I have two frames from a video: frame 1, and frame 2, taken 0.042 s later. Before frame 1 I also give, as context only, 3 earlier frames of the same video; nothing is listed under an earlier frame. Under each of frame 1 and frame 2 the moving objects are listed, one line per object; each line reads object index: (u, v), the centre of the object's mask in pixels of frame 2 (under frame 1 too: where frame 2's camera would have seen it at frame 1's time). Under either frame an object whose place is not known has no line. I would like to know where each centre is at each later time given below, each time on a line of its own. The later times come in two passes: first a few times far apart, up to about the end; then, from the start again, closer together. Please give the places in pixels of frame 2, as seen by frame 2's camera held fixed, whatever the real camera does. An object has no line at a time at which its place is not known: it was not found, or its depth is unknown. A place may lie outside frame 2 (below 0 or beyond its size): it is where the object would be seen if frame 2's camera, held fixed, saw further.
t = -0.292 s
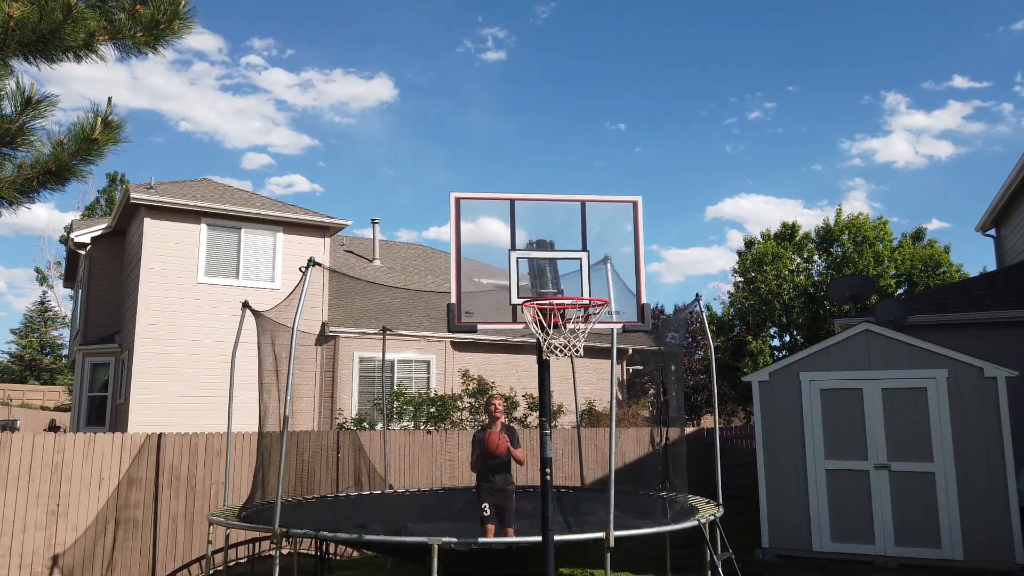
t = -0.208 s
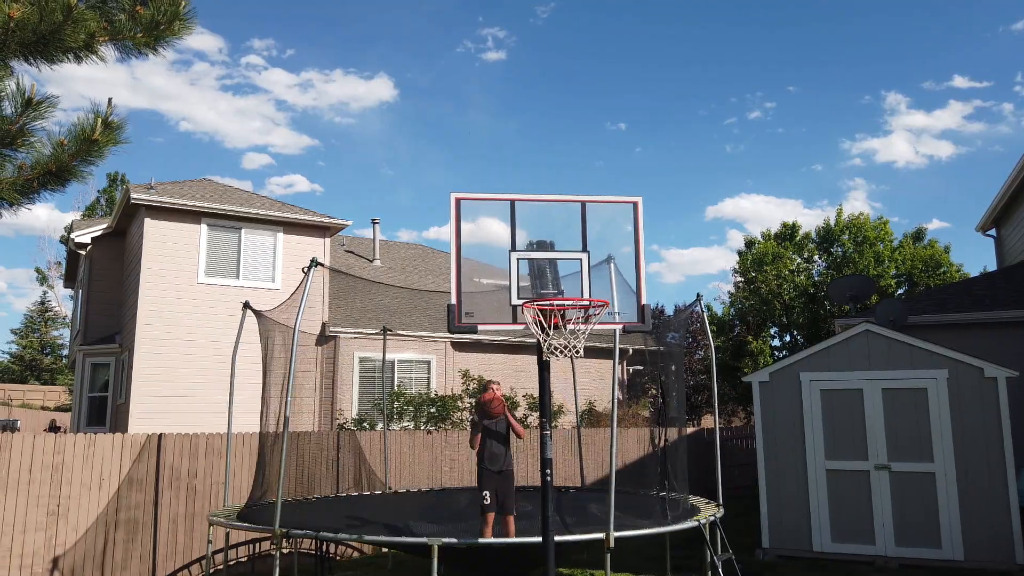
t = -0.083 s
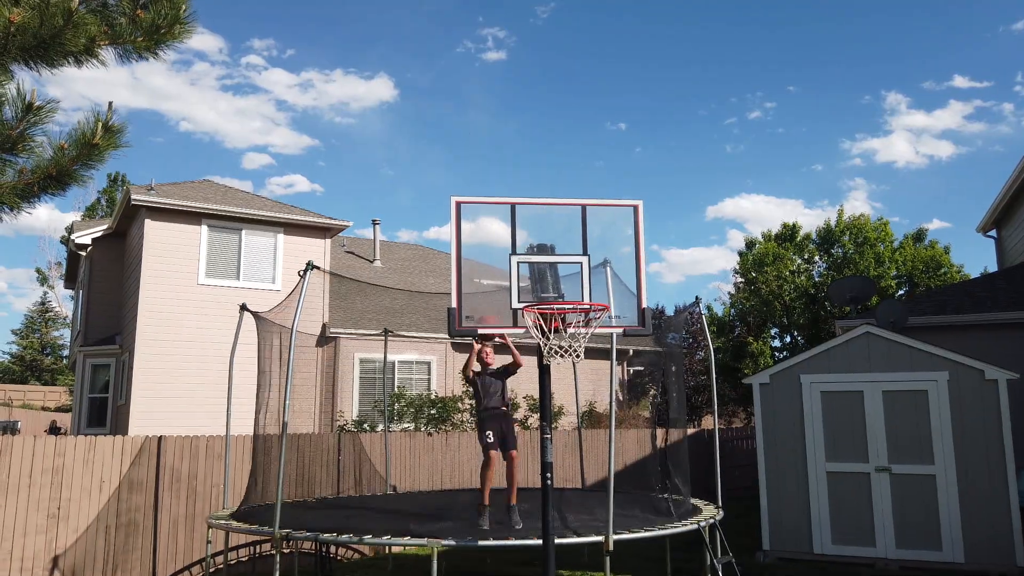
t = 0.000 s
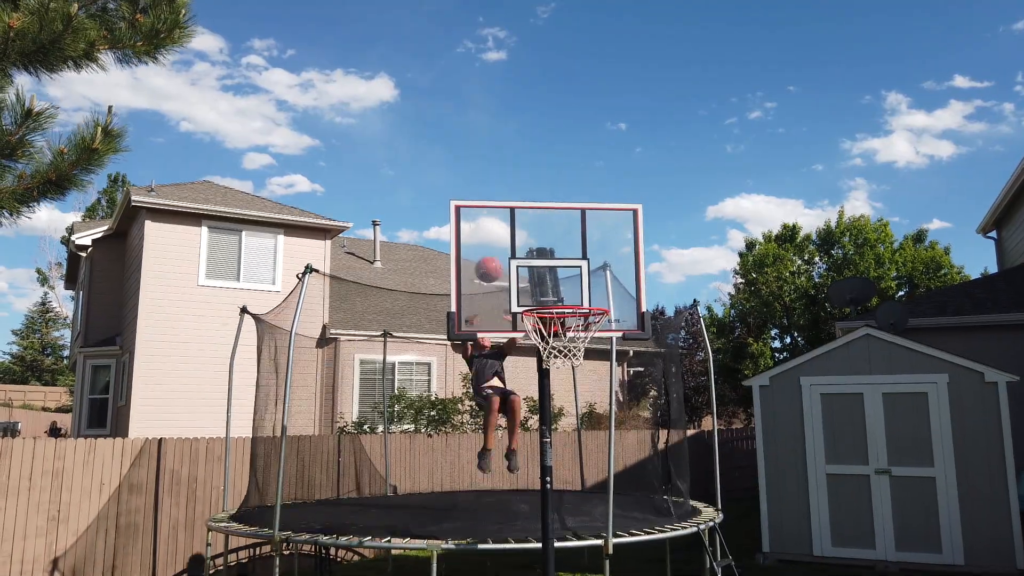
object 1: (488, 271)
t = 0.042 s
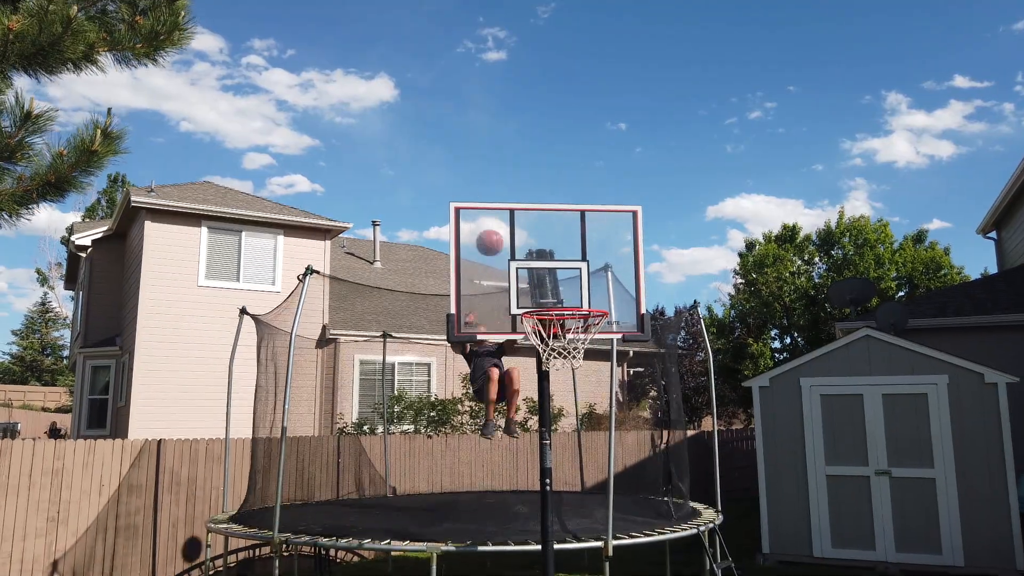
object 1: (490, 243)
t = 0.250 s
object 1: (497, 125)
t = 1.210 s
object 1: (549, 149)
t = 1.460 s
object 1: (571, 363)
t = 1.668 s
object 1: (561, 452)
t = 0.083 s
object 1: (490, 219)
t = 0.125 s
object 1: (492, 190)
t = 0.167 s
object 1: (494, 167)
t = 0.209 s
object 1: (495, 145)
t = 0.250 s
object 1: (497, 125)
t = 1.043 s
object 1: (536, 57)
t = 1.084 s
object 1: (539, 75)
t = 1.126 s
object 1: (542, 97)
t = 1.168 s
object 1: (546, 121)
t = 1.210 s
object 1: (549, 149)
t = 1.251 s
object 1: (553, 180)
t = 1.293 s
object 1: (557, 216)
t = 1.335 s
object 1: (562, 256)
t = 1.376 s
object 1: (567, 296)
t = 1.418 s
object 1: (571, 345)
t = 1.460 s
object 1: (571, 363)
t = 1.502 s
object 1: (569, 373)
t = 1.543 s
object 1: (566, 389)
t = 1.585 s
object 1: (565, 407)
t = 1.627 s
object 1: (563, 429)
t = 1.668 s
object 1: (561, 452)
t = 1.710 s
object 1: (560, 478)
